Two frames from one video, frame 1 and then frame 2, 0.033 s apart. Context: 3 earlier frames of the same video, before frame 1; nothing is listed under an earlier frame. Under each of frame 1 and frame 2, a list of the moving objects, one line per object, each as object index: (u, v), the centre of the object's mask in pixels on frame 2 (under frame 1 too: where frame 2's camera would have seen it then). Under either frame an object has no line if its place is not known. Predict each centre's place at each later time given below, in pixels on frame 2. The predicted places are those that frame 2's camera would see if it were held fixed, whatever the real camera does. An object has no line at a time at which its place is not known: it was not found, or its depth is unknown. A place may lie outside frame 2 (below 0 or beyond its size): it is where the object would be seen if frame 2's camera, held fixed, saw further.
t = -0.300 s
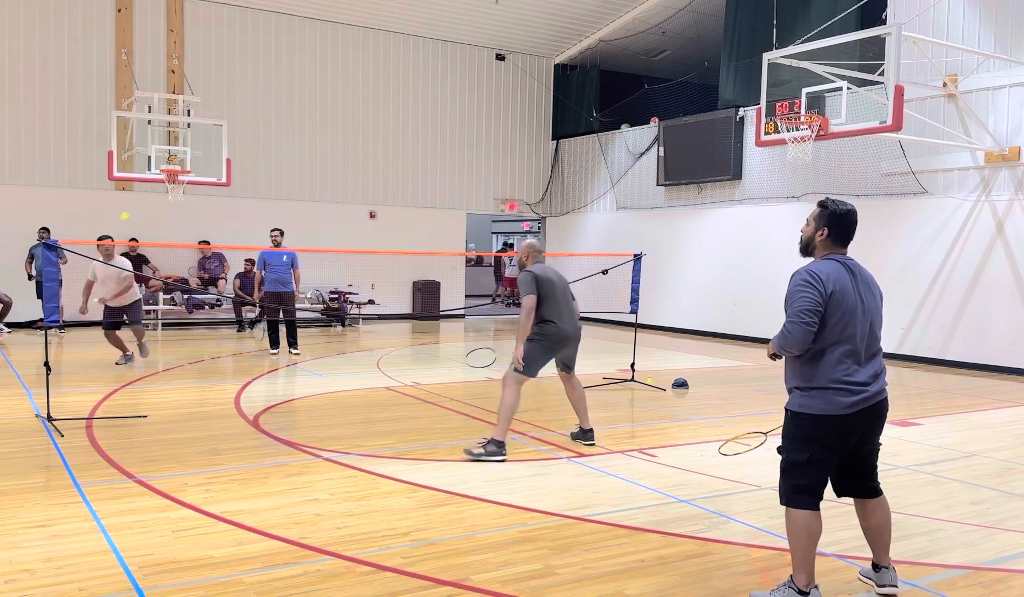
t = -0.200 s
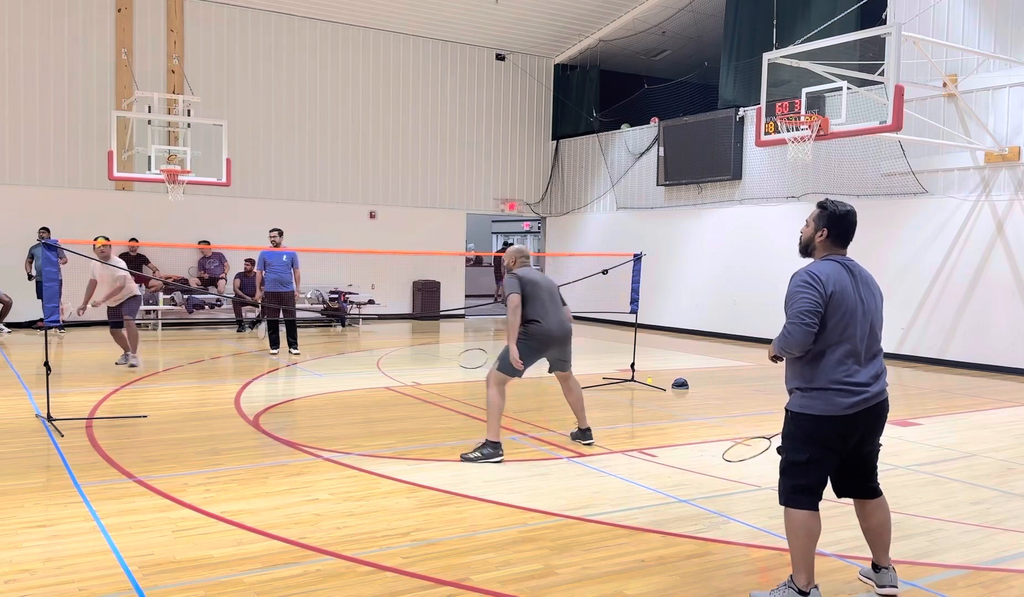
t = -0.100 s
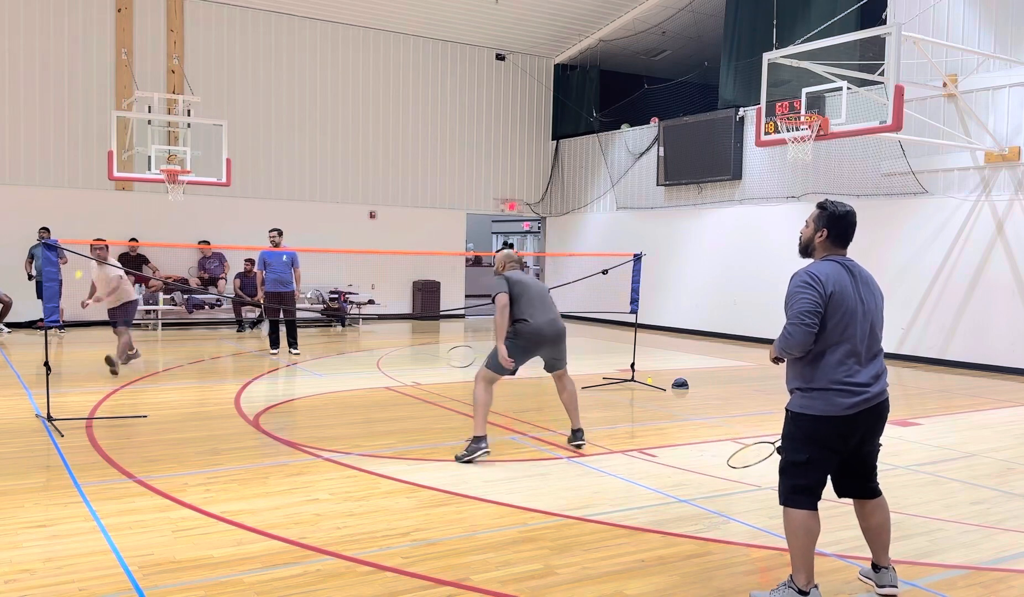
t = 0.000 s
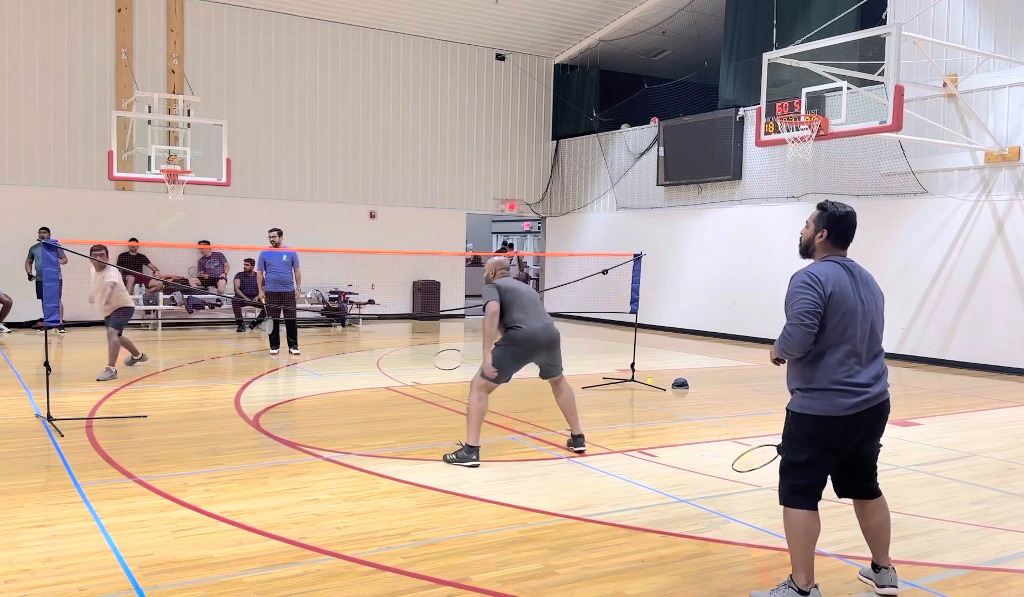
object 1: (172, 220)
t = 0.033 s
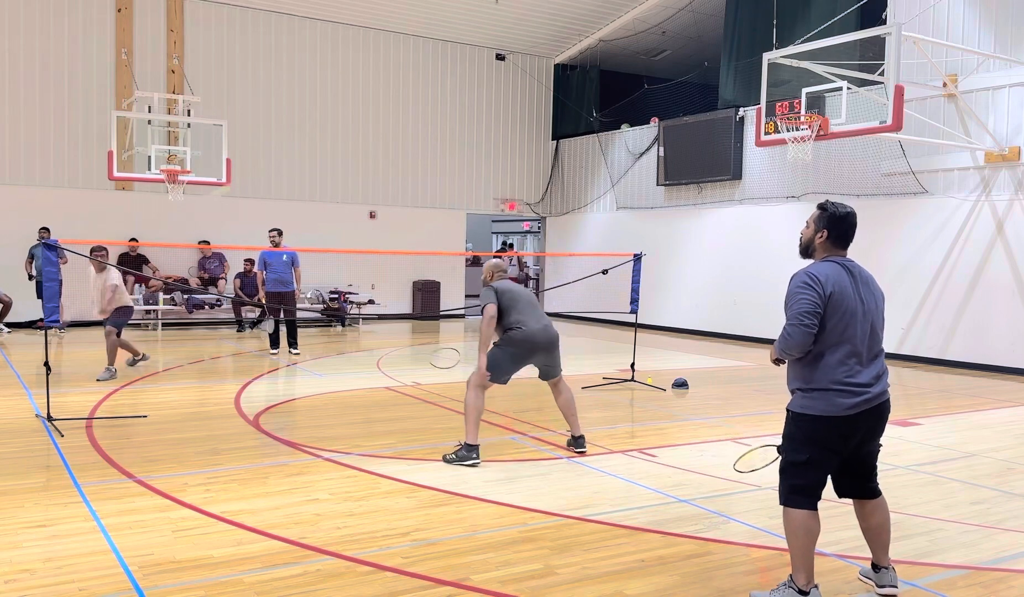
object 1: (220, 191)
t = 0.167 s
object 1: (380, 97)
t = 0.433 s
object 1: (616, 10)
